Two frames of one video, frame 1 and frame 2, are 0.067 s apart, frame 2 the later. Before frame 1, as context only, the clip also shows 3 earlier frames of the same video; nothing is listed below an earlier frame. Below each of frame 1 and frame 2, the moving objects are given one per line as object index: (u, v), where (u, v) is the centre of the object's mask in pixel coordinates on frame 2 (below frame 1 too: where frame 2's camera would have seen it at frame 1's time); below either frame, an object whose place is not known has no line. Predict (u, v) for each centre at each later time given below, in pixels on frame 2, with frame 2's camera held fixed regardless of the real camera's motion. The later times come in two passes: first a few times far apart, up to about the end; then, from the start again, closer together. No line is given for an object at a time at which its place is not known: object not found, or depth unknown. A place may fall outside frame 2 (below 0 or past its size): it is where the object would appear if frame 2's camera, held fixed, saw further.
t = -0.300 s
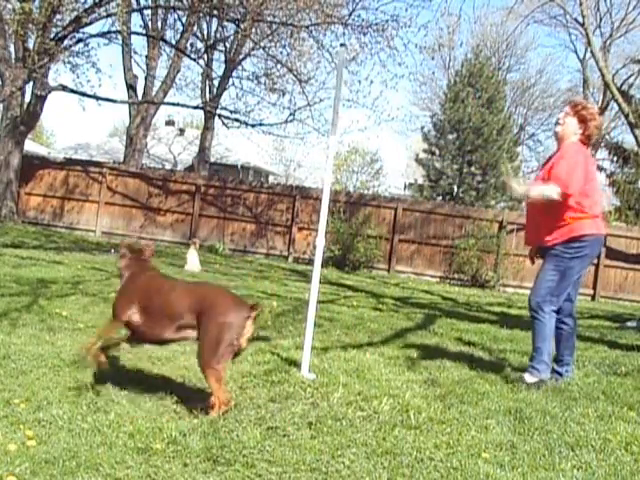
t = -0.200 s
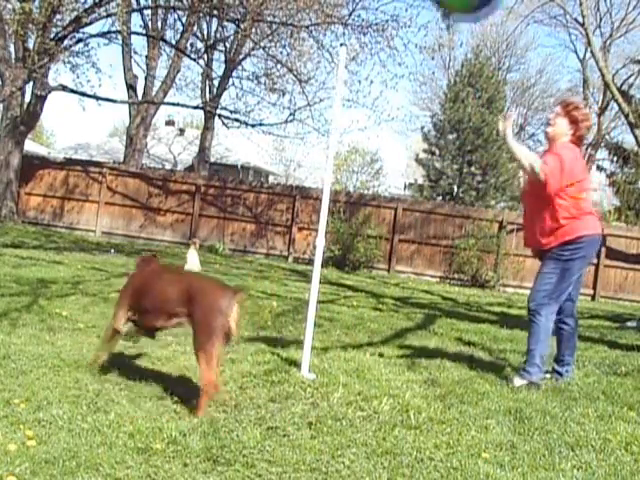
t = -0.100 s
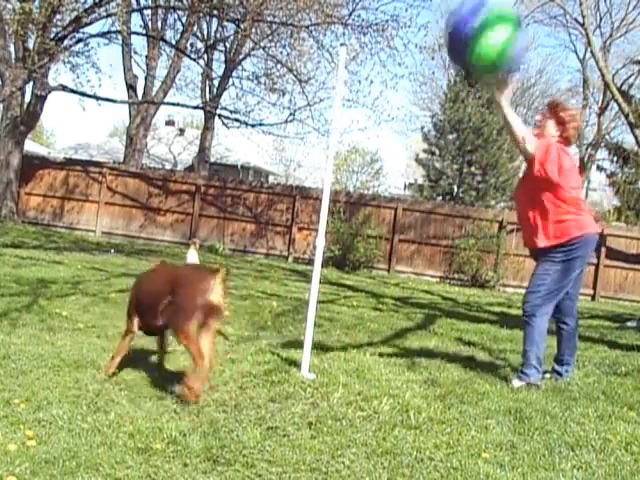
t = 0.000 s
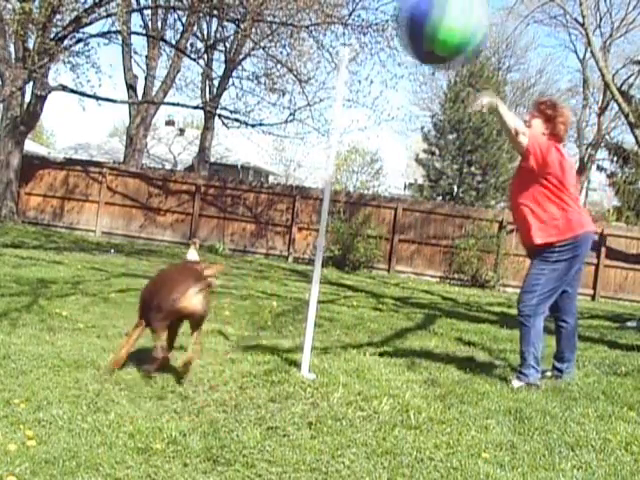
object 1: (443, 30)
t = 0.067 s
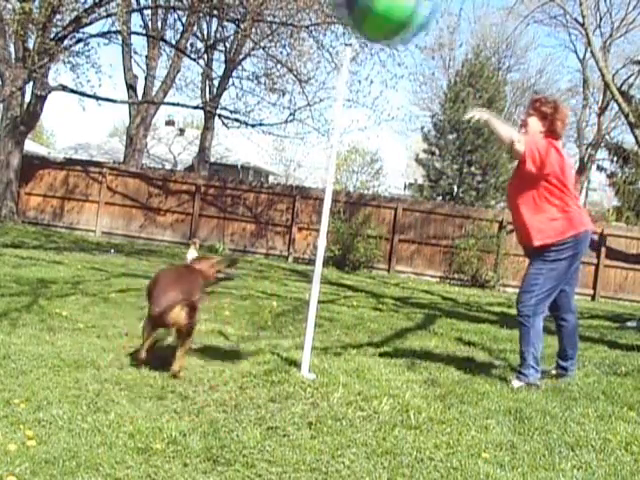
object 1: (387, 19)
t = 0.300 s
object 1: (200, 36)
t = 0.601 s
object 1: (196, 155)
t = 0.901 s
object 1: (386, 170)
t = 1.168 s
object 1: (489, 143)
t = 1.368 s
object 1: (516, 139)
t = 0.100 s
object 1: (353, 14)
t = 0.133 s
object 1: (318, 12)
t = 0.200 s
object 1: (263, 16)
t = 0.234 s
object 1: (237, 21)
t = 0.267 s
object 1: (214, 28)
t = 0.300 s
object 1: (200, 36)
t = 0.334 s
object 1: (187, 50)
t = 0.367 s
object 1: (176, 69)
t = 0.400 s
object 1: (171, 85)
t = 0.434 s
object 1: (168, 100)
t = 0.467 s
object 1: (167, 113)
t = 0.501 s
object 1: (167, 126)
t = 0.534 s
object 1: (172, 141)
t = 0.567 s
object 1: (180, 149)
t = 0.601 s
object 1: (196, 155)
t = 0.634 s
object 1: (216, 158)
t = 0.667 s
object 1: (238, 159)
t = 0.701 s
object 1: (259, 160)
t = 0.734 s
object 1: (283, 162)
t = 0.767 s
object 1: (298, 162)
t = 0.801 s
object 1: (322, 164)
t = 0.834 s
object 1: (356, 165)
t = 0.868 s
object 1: (367, 167)
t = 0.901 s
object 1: (386, 170)
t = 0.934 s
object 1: (404, 170)
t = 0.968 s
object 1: (422, 169)
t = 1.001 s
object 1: (435, 166)
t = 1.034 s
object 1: (449, 161)
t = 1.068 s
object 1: (461, 155)
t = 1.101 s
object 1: (471, 151)
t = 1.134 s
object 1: (480, 147)
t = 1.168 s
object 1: (489, 143)
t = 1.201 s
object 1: (495, 141)
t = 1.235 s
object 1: (502, 140)
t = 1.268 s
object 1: (507, 139)
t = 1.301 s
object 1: (512, 138)
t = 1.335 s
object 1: (516, 138)
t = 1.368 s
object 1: (516, 139)
